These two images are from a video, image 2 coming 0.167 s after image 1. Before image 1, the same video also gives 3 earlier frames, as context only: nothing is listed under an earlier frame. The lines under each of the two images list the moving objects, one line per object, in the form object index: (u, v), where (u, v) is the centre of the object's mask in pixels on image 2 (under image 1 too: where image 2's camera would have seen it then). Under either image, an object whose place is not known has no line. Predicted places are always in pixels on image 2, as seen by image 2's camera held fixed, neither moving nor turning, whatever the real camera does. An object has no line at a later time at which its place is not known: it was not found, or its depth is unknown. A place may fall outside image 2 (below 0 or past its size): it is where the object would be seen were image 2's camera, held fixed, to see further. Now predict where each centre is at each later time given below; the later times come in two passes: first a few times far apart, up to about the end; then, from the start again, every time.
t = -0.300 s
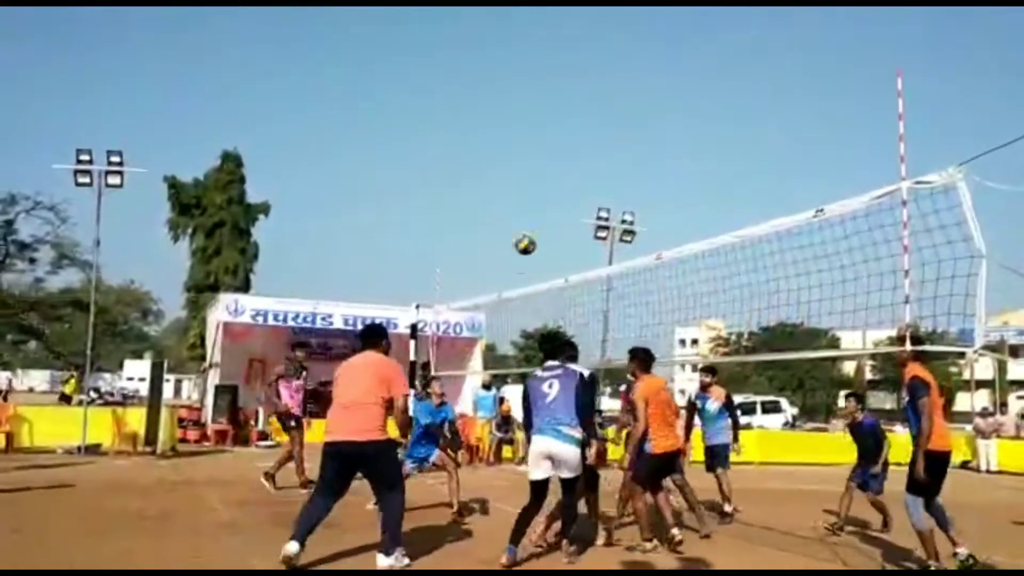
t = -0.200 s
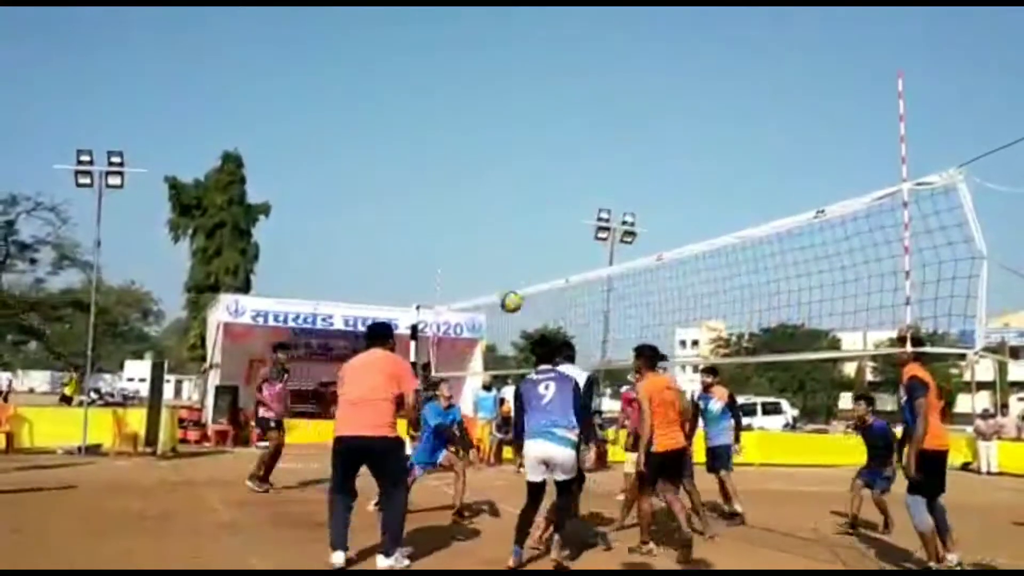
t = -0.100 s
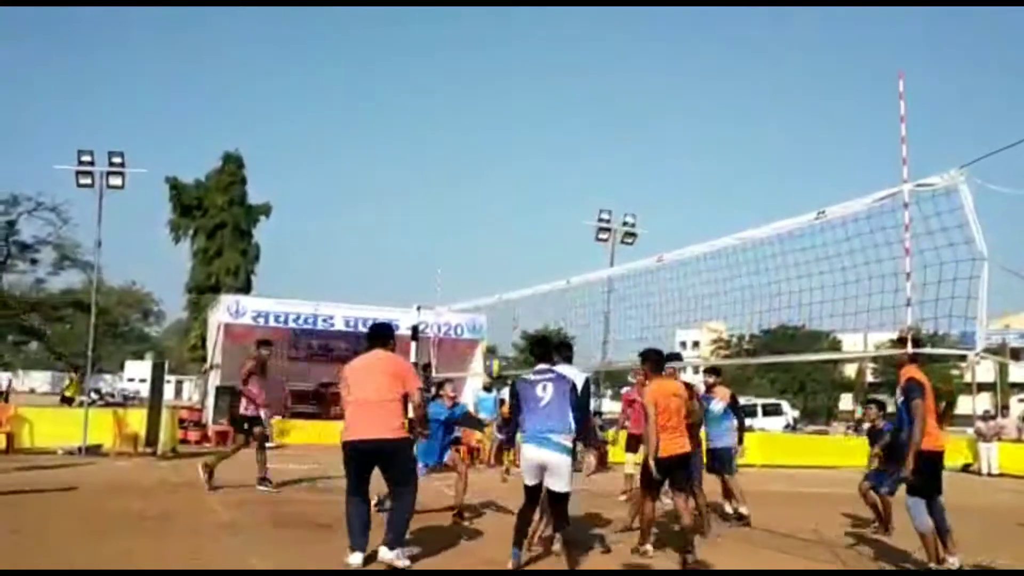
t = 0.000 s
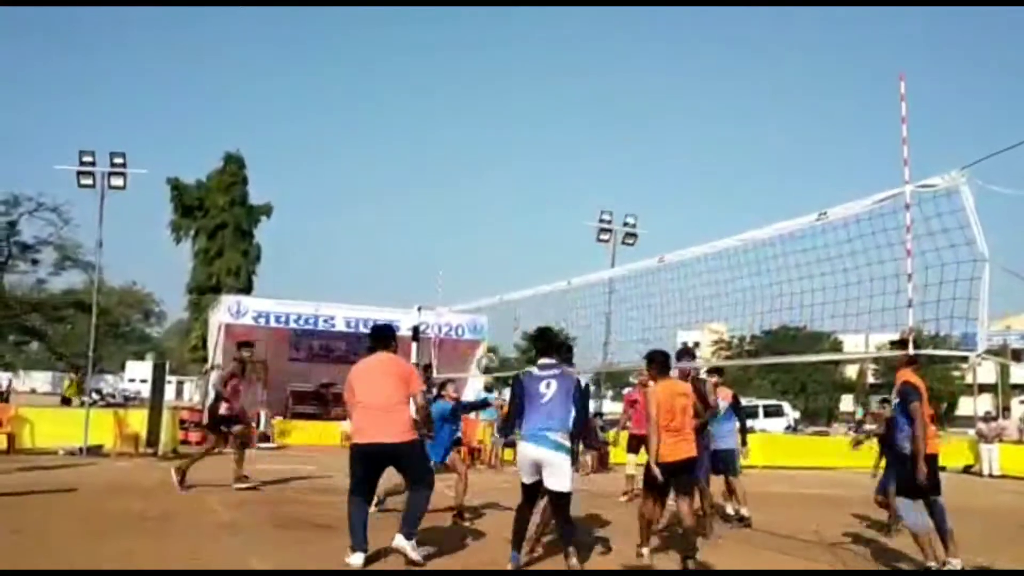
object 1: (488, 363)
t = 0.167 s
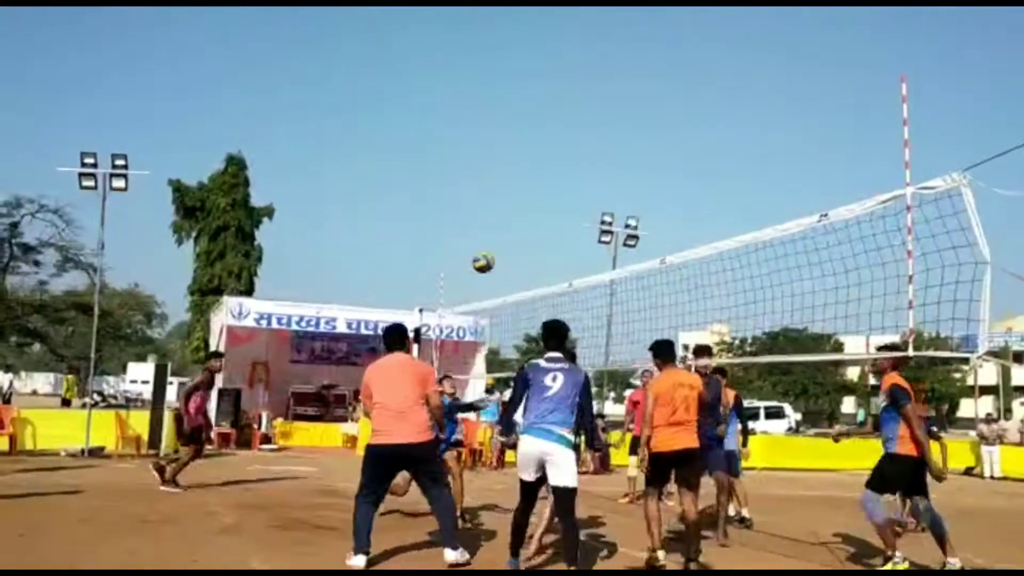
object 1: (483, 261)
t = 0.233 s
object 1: (481, 228)
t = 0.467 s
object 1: (469, 147)
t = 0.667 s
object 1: (456, 124)
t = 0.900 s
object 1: (440, 145)
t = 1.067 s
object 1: (426, 193)
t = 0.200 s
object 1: (482, 244)
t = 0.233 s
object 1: (481, 228)
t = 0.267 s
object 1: (479, 212)
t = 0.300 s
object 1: (479, 197)
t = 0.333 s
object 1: (477, 184)
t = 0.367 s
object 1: (475, 174)
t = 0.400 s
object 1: (473, 164)
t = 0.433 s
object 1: (471, 155)
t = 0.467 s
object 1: (469, 147)
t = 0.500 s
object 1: (466, 140)
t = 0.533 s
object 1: (465, 135)
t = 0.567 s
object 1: (463, 131)
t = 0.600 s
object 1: (461, 125)
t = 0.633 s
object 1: (459, 125)
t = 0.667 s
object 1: (456, 124)
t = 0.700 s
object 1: (454, 123)
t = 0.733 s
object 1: (452, 123)
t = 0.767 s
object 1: (450, 126)
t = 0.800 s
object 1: (448, 128)
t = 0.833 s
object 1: (445, 131)
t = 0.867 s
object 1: (441, 137)
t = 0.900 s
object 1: (440, 145)
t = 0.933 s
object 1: (437, 152)
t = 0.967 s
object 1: (434, 161)
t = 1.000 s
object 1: (432, 170)
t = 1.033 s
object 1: (429, 182)
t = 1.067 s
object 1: (426, 193)
